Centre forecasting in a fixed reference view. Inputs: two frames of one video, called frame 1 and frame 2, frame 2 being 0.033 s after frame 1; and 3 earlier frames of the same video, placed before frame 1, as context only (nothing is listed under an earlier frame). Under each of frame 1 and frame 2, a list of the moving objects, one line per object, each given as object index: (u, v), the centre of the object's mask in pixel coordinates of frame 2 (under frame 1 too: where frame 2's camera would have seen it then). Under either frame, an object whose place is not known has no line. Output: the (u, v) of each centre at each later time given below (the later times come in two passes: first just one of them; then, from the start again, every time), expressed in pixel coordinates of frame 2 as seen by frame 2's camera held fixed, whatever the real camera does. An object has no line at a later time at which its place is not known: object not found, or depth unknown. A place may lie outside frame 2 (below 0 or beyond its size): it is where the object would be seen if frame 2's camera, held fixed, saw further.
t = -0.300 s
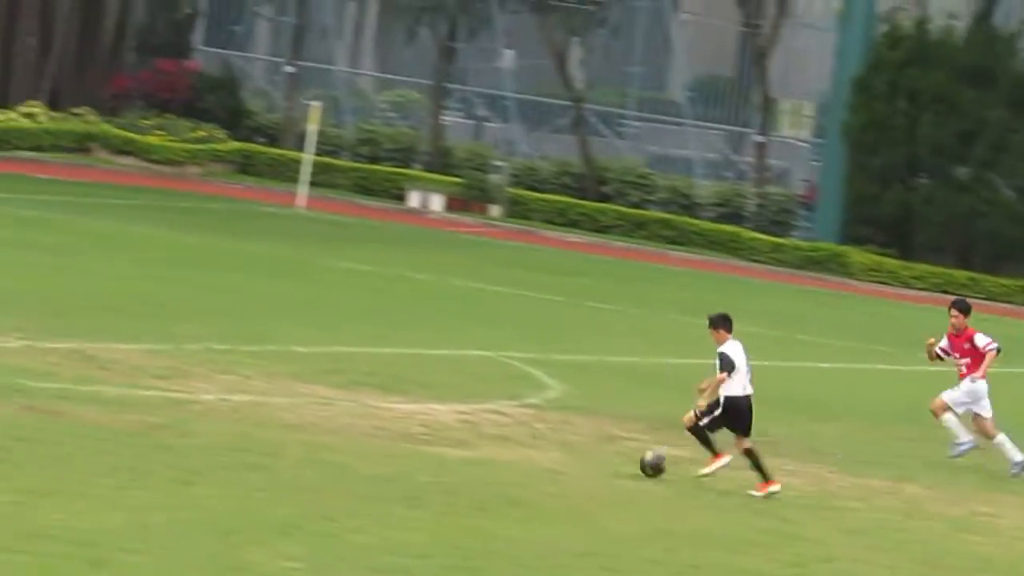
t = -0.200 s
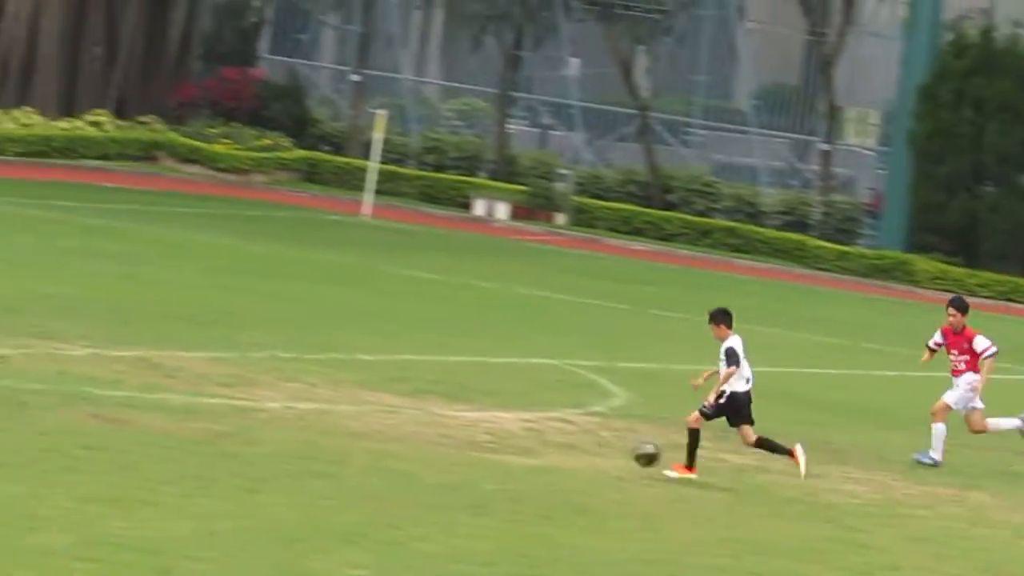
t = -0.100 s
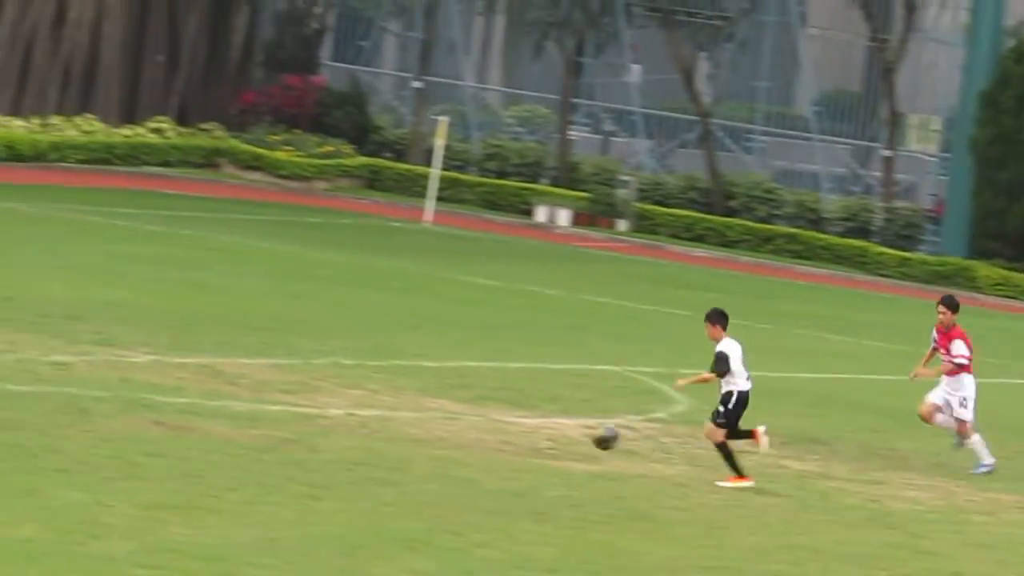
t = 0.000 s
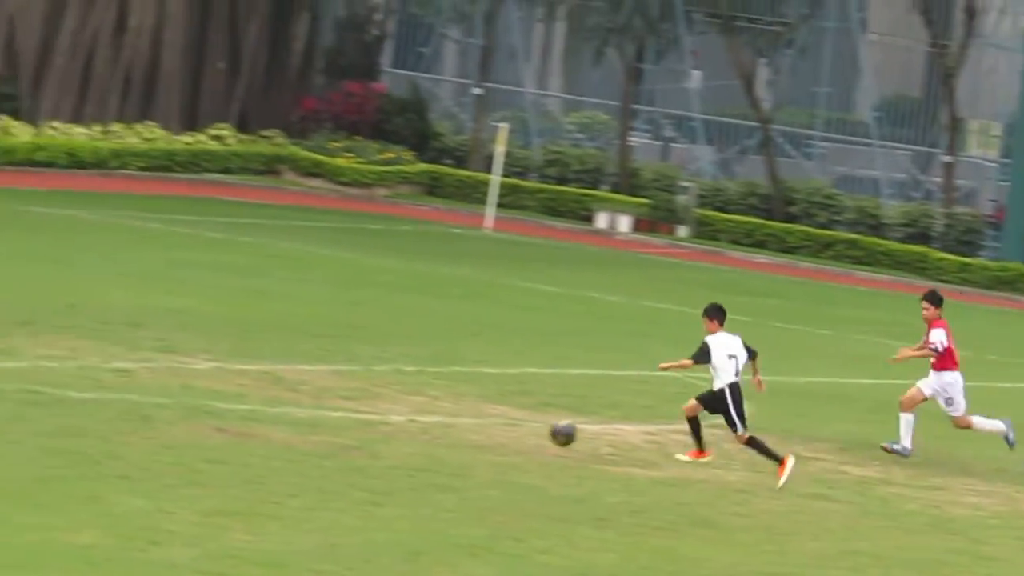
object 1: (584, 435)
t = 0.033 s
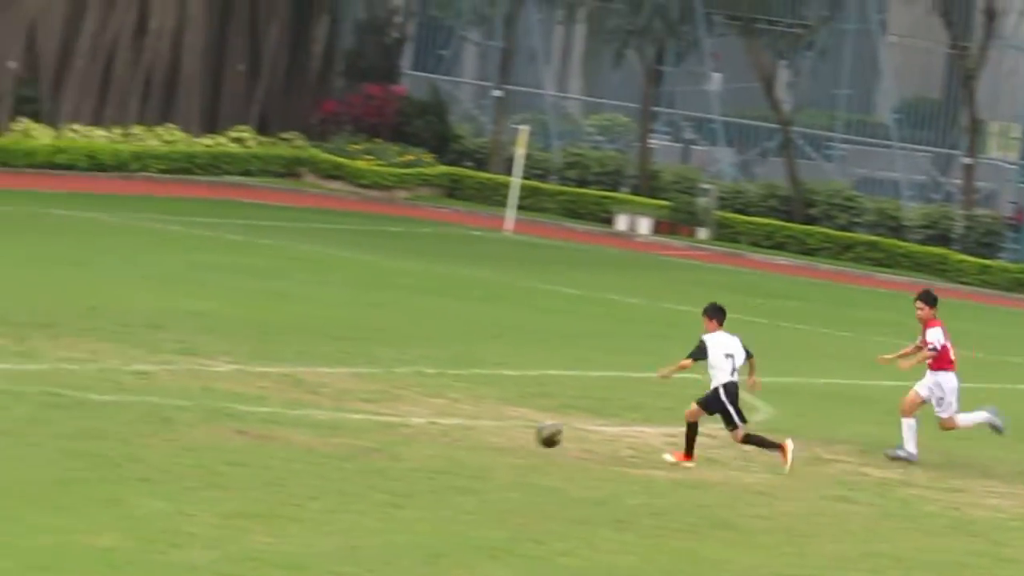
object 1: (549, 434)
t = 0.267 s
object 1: (353, 404)
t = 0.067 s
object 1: (515, 436)
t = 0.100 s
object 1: (480, 437)
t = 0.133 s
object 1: (448, 437)
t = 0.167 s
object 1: (425, 427)
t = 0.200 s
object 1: (401, 418)
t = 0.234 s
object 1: (377, 410)
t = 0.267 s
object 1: (353, 404)
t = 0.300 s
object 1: (329, 399)
